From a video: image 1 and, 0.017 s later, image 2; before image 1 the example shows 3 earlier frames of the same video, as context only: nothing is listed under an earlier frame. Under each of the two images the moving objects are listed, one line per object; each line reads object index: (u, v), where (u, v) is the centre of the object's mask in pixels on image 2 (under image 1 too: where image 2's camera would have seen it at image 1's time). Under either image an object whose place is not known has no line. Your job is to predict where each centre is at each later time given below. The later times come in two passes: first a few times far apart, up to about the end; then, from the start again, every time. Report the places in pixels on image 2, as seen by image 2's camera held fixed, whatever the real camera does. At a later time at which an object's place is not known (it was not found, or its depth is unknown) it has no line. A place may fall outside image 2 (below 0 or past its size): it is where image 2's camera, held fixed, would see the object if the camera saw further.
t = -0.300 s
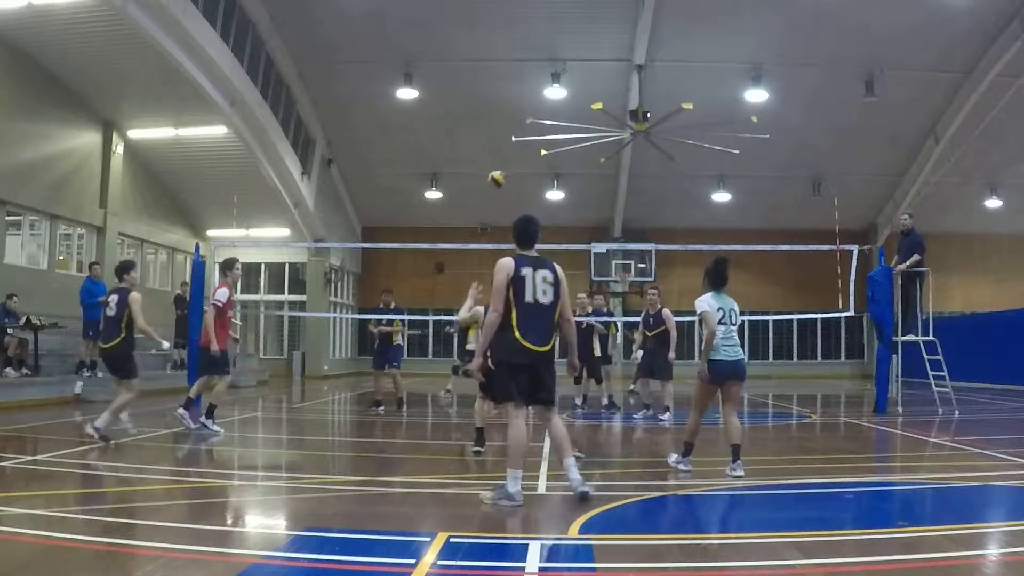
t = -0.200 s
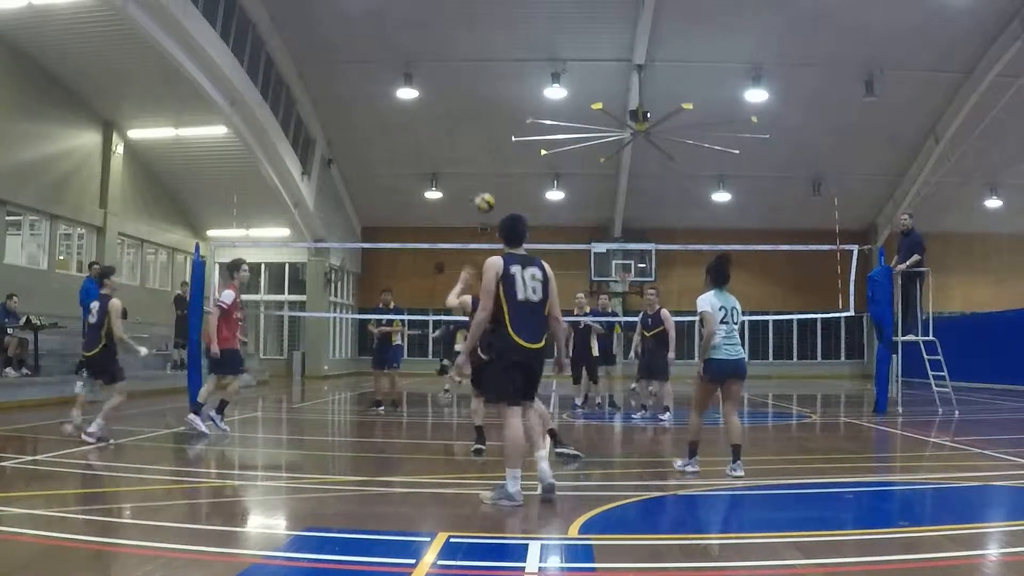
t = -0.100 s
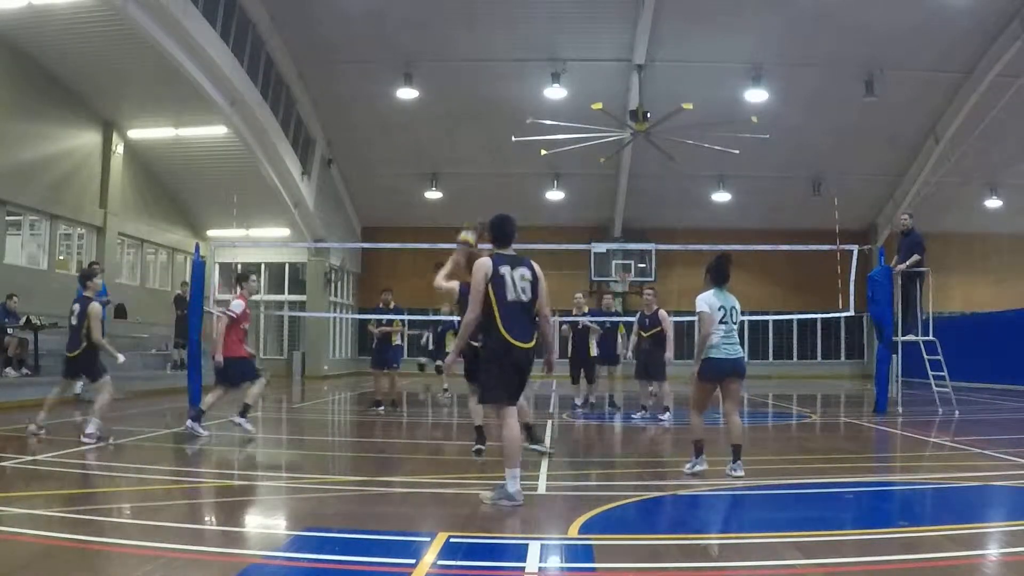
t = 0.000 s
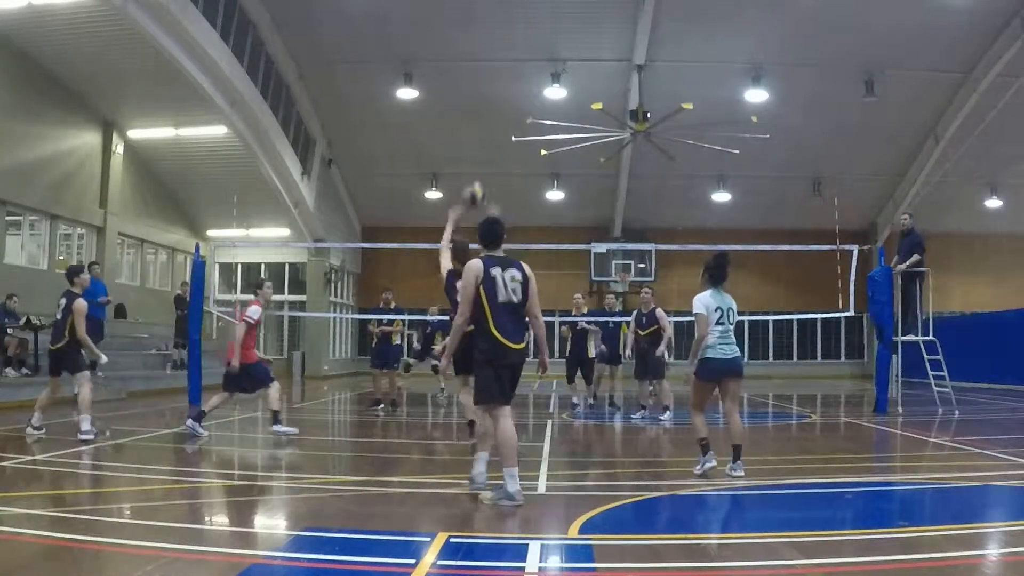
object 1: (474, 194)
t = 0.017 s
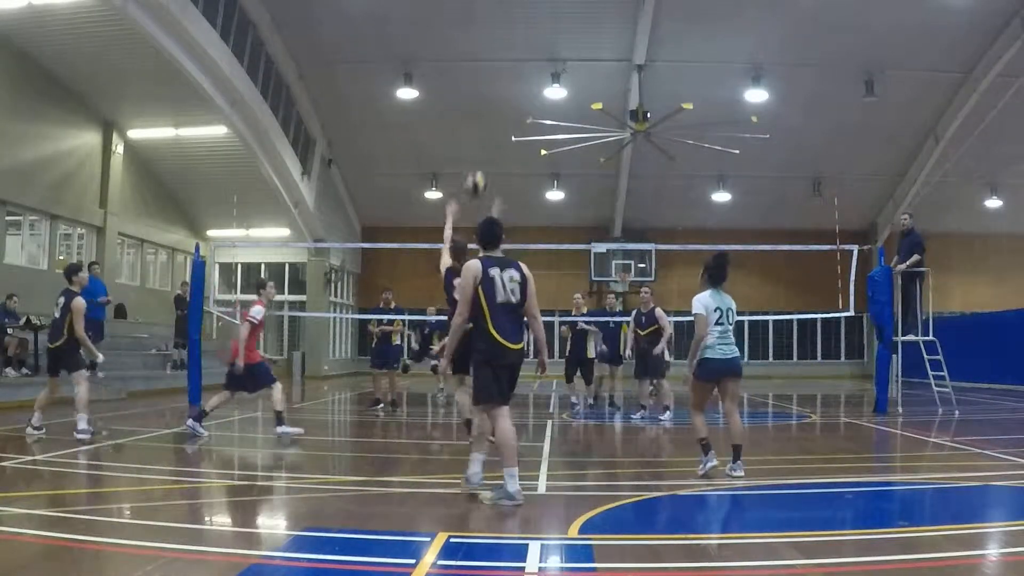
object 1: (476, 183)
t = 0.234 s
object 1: (493, 90)
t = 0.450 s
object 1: (505, 52)
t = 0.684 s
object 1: (516, 55)
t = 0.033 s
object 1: (477, 174)
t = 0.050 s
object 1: (479, 164)
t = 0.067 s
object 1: (480, 156)
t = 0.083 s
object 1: (481, 148)
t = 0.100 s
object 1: (482, 139)
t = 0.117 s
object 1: (484, 130)
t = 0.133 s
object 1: (485, 124)
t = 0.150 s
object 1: (487, 118)
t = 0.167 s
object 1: (488, 111)
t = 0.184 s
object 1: (489, 104)
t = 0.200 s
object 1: (490, 100)
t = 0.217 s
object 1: (491, 95)
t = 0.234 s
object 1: (493, 90)
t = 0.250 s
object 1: (495, 84)
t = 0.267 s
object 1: (495, 81)
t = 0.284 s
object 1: (496, 77)
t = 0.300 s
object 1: (497, 73)
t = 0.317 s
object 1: (499, 70)
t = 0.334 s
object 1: (499, 67)
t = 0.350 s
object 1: (500, 63)
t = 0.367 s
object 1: (501, 61)
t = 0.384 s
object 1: (502, 59)
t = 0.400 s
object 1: (503, 56)
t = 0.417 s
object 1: (503, 55)
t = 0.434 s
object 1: (504, 53)
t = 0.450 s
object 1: (505, 52)
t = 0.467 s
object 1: (506, 51)
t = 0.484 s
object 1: (507, 50)
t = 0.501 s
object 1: (508, 49)
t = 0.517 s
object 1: (509, 49)
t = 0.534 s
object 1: (509, 49)
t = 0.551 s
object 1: (509, 48)
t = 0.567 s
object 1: (511, 48)
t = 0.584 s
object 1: (512, 49)
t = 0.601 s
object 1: (512, 49)
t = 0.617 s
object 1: (513, 50)
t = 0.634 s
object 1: (514, 51)
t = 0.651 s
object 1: (515, 52)
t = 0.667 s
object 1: (515, 53)
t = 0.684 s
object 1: (516, 55)
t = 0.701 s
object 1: (517, 56)
